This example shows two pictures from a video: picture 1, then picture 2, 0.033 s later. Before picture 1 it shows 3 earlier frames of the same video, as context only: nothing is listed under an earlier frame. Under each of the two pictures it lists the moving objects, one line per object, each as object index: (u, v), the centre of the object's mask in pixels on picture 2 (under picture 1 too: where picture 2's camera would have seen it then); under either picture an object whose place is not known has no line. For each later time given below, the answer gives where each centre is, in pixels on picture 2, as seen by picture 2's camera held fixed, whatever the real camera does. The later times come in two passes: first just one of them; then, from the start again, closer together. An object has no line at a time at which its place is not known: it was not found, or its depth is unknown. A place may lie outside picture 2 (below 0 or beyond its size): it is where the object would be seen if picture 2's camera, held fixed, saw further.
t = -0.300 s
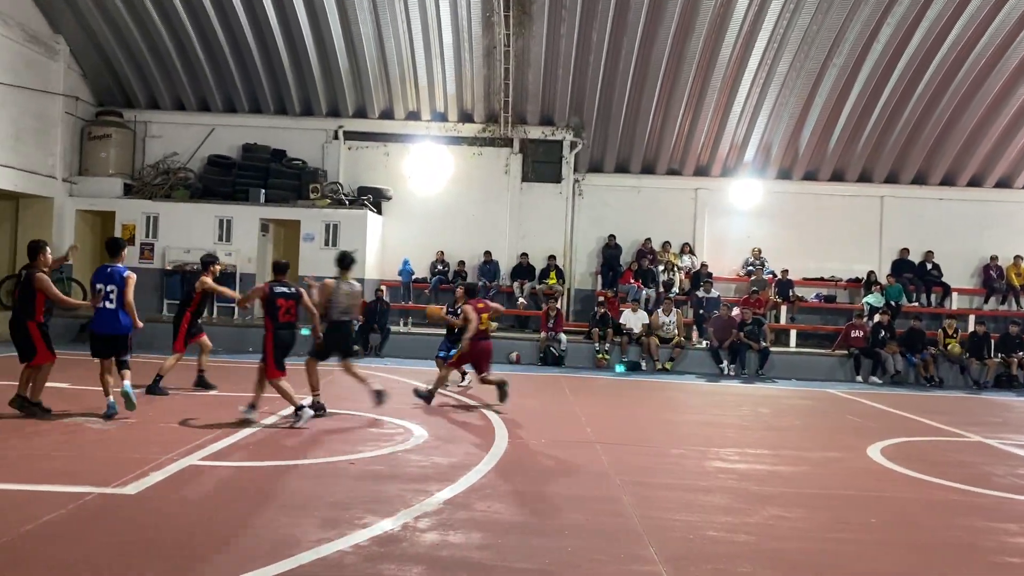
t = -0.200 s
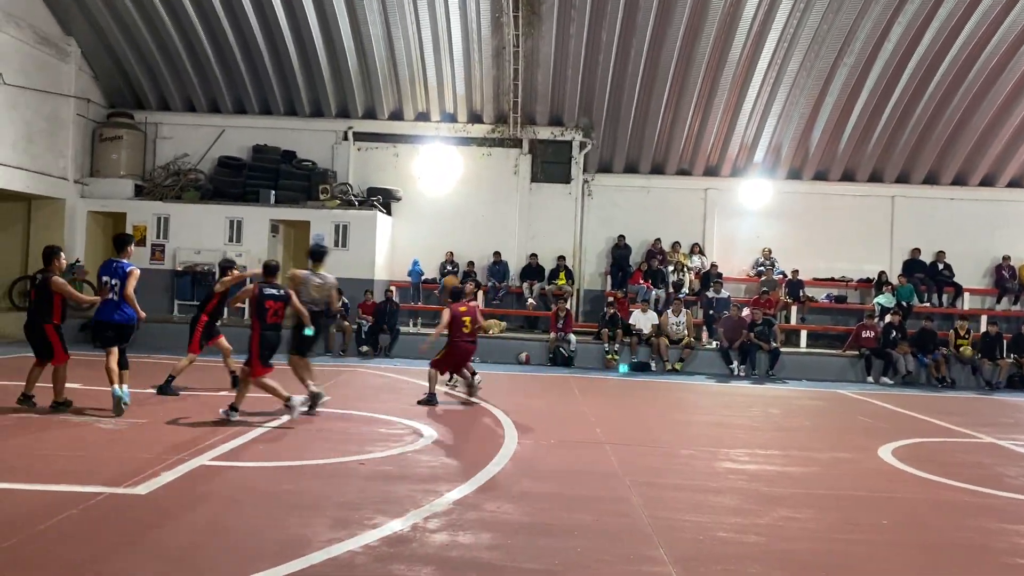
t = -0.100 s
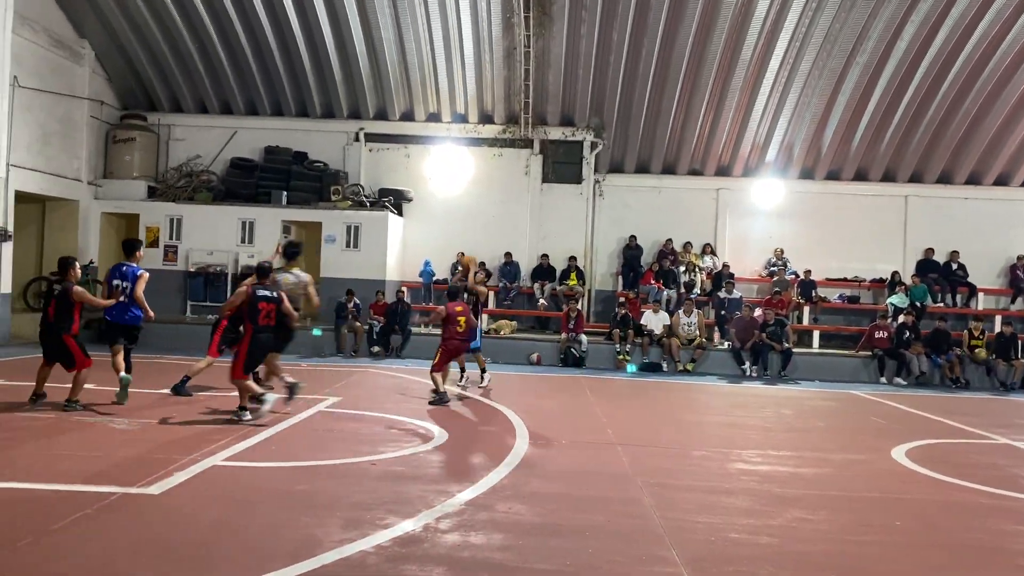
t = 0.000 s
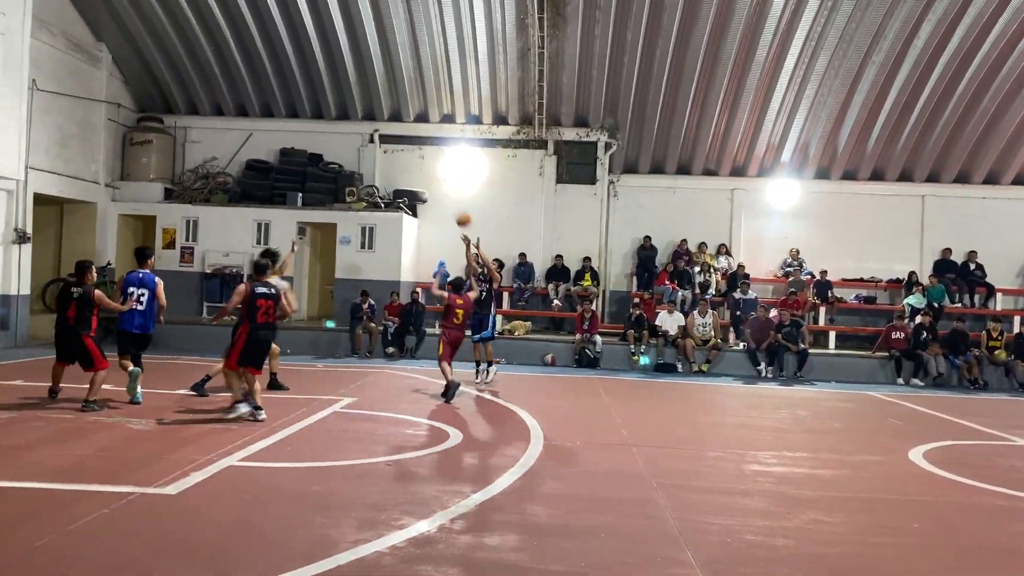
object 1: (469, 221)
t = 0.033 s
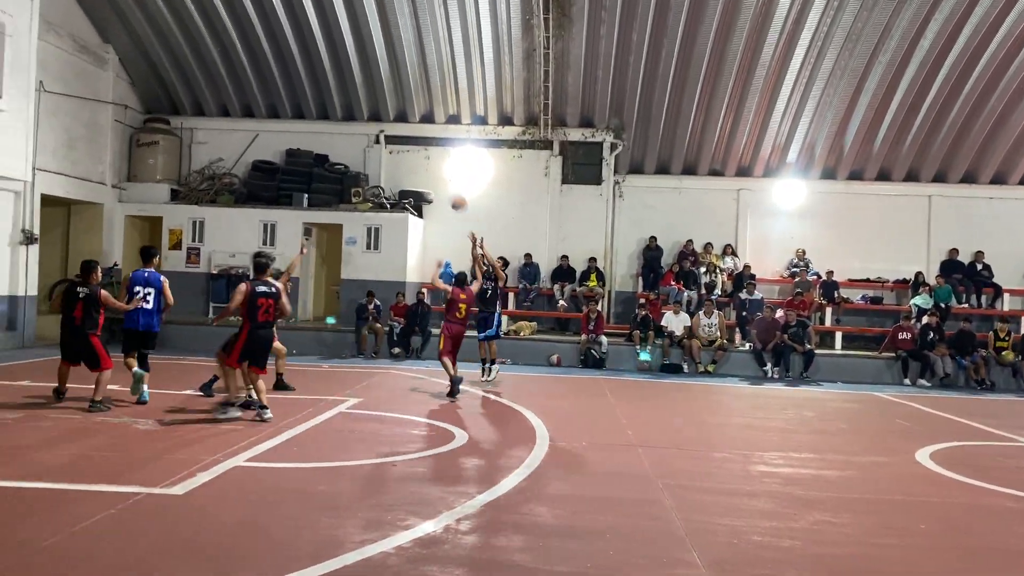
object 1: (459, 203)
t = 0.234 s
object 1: (394, 111)
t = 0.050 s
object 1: (453, 195)
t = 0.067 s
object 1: (447, 186)
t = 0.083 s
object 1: (442, 178)
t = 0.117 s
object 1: (431, 163)
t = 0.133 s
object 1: (426, 155)
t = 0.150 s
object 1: (420, 147)
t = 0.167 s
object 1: (416, 141)
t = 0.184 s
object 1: (410, 131)
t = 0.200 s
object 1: (404, 125)
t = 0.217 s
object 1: (398, 118)
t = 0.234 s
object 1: (394, 111)
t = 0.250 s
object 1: (388, 104)
